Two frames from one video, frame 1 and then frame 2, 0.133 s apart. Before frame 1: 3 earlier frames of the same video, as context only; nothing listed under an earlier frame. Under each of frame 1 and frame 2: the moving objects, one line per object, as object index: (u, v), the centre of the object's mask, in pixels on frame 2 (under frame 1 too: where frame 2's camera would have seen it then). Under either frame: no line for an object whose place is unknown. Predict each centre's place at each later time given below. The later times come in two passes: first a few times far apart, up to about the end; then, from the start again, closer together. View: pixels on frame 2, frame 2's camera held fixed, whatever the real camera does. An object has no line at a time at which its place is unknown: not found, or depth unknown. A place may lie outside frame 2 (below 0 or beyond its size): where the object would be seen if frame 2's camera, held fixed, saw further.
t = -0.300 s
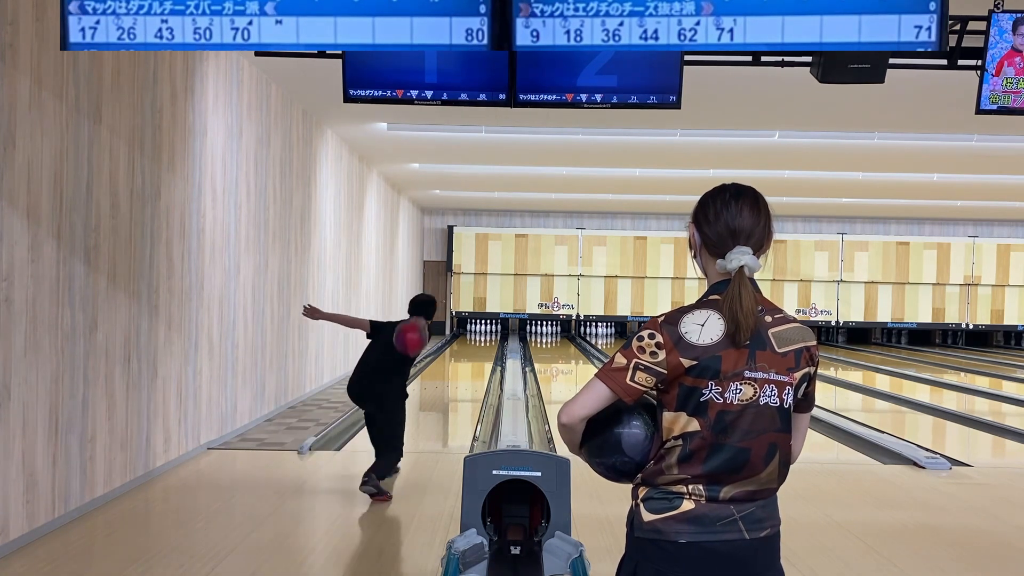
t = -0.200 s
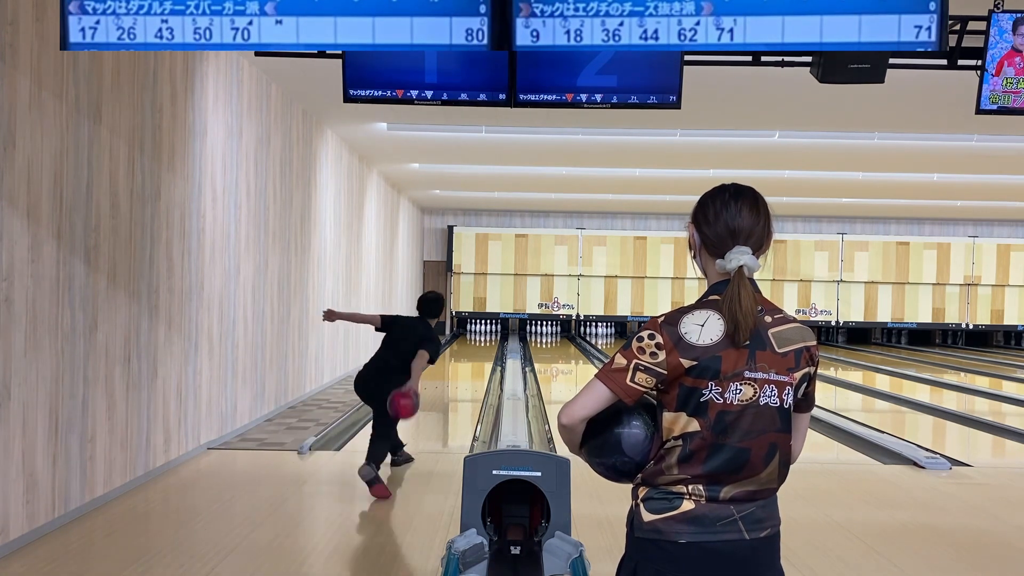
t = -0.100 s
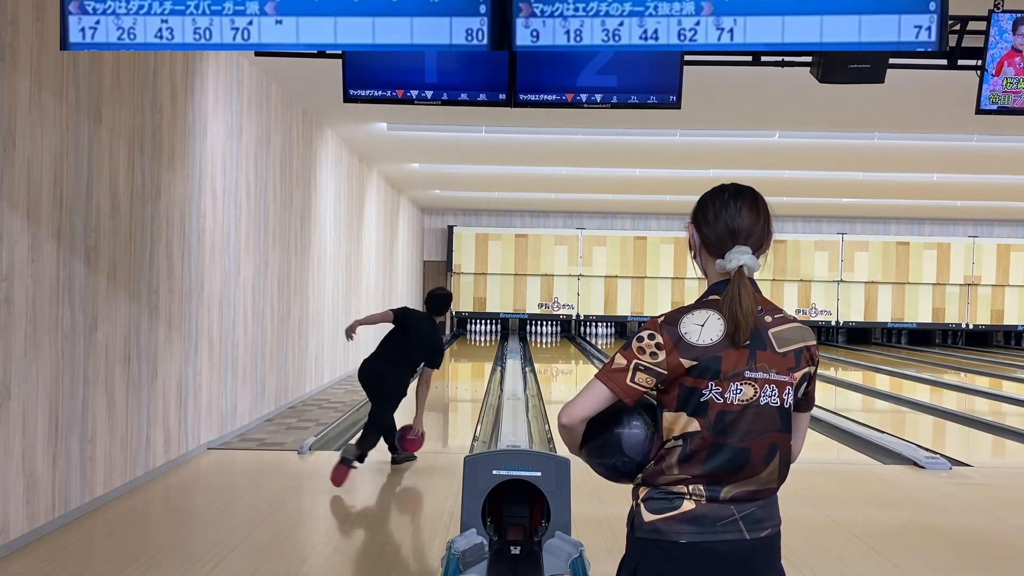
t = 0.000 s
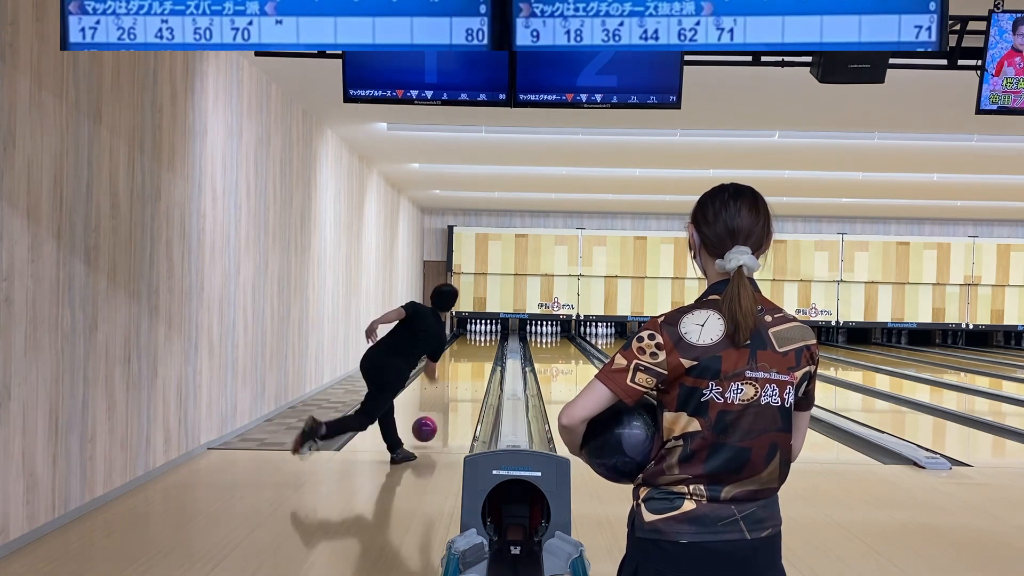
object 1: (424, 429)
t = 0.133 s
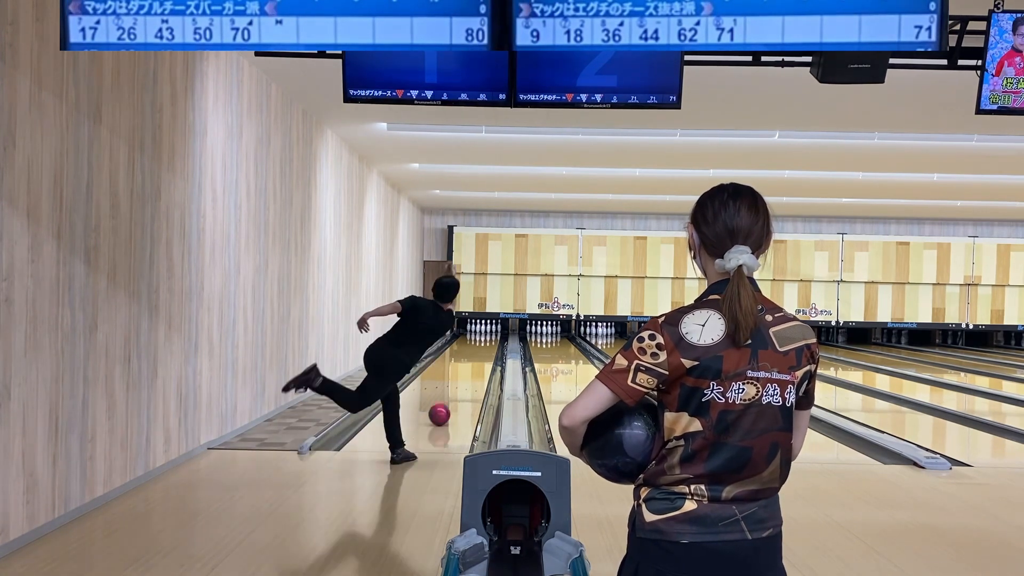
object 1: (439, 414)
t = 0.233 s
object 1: (448, 402)
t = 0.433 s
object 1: (461, 384)
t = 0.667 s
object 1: (472, 369)
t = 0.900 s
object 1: (480, 359)
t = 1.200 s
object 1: (485, 348)
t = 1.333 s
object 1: (487, 345)
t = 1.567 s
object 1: (487, 340)
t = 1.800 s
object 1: (486, 336)
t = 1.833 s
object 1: (486, 335)
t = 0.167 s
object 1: (442, 410)
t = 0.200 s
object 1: (445, 406)
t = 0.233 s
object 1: (448, 402)
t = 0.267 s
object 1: (450, 399)
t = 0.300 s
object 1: (453, 396)
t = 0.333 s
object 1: (455, 393)
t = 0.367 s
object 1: (457, 390)
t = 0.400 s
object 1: (459, 387)
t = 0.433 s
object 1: (461, 384)
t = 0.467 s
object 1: (463, 382)
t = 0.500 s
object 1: (465, 380)
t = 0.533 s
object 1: (466, 377)
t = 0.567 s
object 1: (468, 375)
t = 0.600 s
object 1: (469, 373)
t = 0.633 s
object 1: (471, 371)
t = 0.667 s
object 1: (472, 369)
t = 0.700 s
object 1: (473, 367)
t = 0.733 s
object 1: (474, 366)
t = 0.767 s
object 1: (476, 364)
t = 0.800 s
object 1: (477, 363)
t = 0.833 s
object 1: (478, 361)
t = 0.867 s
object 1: (479, 360)
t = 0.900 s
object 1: (480, 359)
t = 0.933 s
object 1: (480, 357)
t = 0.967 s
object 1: (481, 356)
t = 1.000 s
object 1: (482, 355)
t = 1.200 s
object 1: (485, 348)
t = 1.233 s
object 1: (485, 347)
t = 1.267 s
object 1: (486, 346)
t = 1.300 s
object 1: (486, 346)
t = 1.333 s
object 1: (487, 345)
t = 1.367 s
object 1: (487, 344)
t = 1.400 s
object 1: (487, 343)
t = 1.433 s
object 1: (487, 342)
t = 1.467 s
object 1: (487, 342)
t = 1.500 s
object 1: (487, 341)
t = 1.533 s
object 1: (487, 340)
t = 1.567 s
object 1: (487, 340)
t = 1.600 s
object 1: (487, 339)
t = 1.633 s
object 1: (487, 339)
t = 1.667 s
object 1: (487, 338)
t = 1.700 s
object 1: (486, 338)
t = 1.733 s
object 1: (486, 337)
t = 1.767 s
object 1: (486, 336)
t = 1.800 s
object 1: (486, 336)
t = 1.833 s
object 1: (486, 335)
